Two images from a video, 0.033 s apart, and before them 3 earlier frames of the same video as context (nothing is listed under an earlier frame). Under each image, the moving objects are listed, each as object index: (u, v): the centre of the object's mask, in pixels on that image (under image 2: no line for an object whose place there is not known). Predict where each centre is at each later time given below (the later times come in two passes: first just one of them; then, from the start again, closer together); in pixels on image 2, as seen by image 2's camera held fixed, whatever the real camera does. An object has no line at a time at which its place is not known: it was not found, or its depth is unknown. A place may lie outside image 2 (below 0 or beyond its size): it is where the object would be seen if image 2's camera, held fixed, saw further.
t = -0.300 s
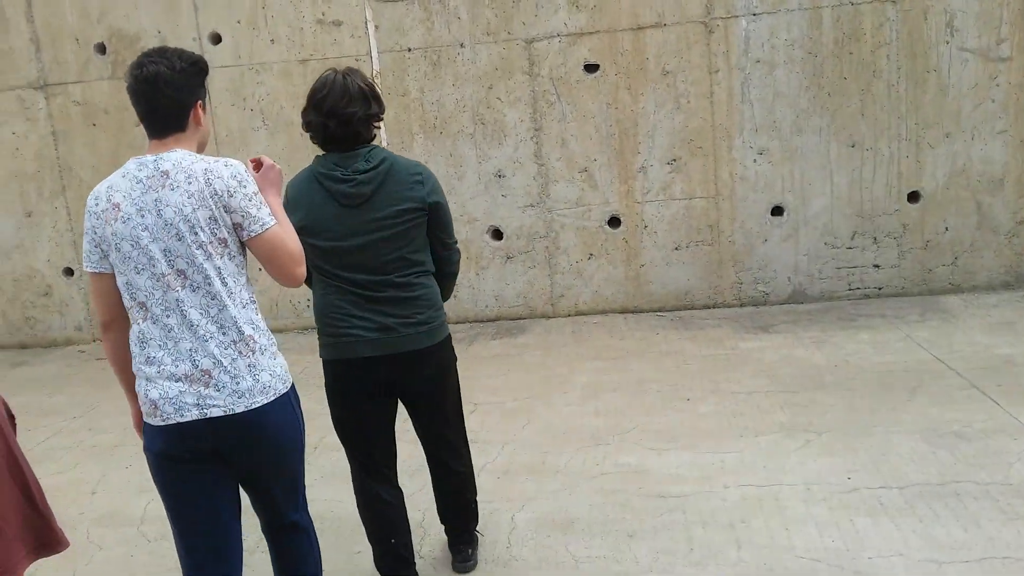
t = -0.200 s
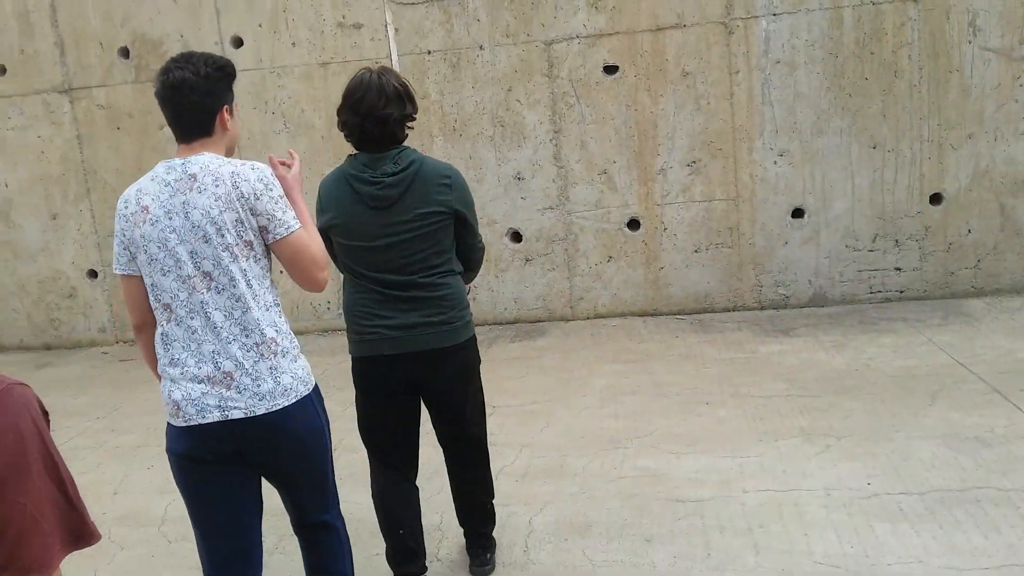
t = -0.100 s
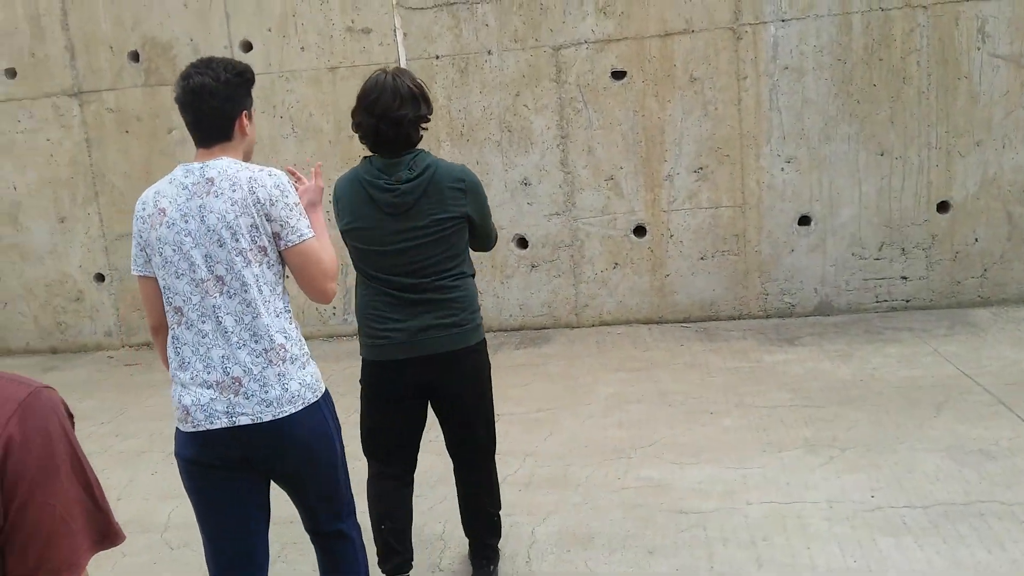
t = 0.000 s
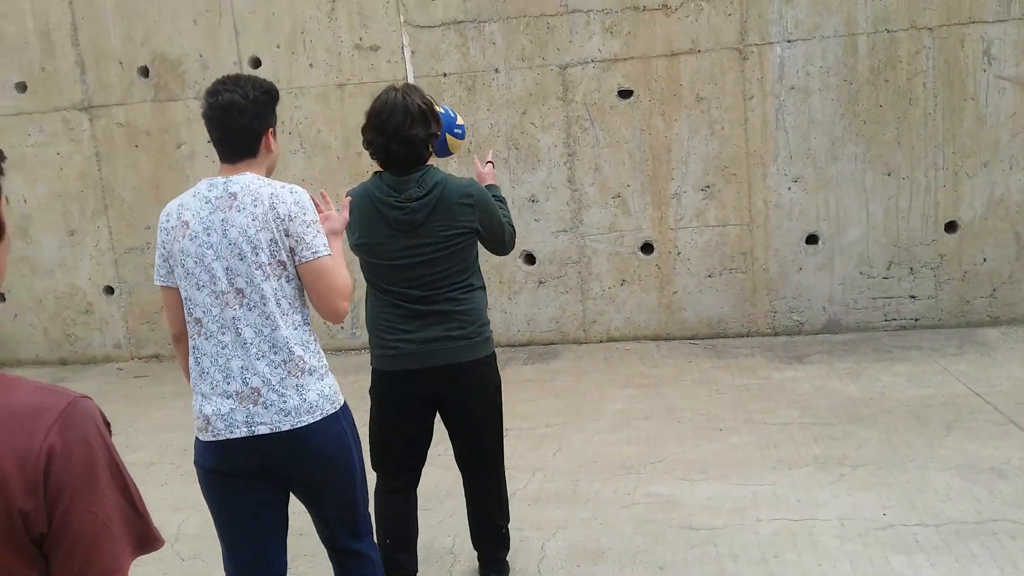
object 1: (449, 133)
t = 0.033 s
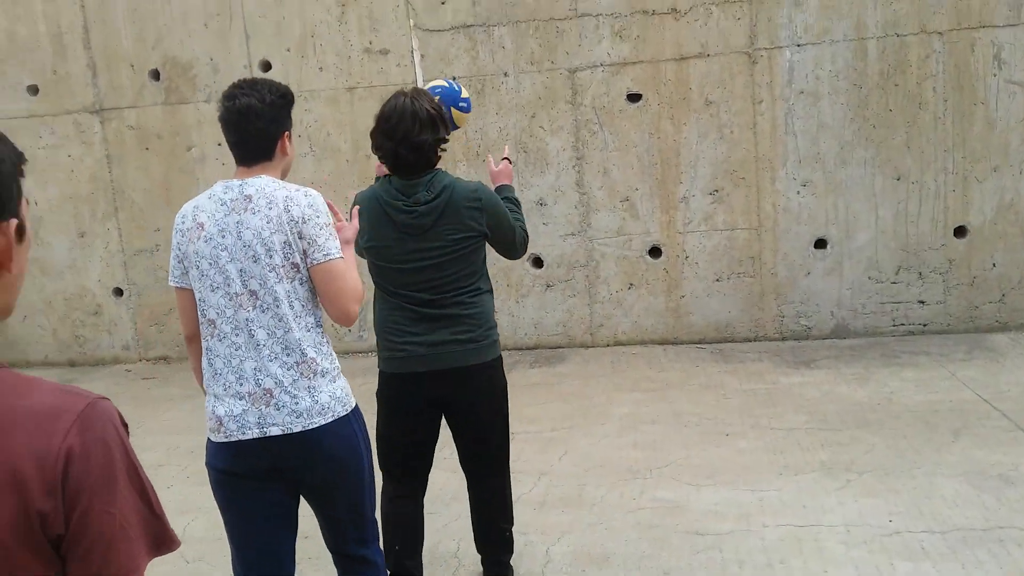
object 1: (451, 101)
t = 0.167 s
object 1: (431, 15)
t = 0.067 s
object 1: (444, 78)
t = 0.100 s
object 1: (438, 56)
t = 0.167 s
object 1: (431, 15)
